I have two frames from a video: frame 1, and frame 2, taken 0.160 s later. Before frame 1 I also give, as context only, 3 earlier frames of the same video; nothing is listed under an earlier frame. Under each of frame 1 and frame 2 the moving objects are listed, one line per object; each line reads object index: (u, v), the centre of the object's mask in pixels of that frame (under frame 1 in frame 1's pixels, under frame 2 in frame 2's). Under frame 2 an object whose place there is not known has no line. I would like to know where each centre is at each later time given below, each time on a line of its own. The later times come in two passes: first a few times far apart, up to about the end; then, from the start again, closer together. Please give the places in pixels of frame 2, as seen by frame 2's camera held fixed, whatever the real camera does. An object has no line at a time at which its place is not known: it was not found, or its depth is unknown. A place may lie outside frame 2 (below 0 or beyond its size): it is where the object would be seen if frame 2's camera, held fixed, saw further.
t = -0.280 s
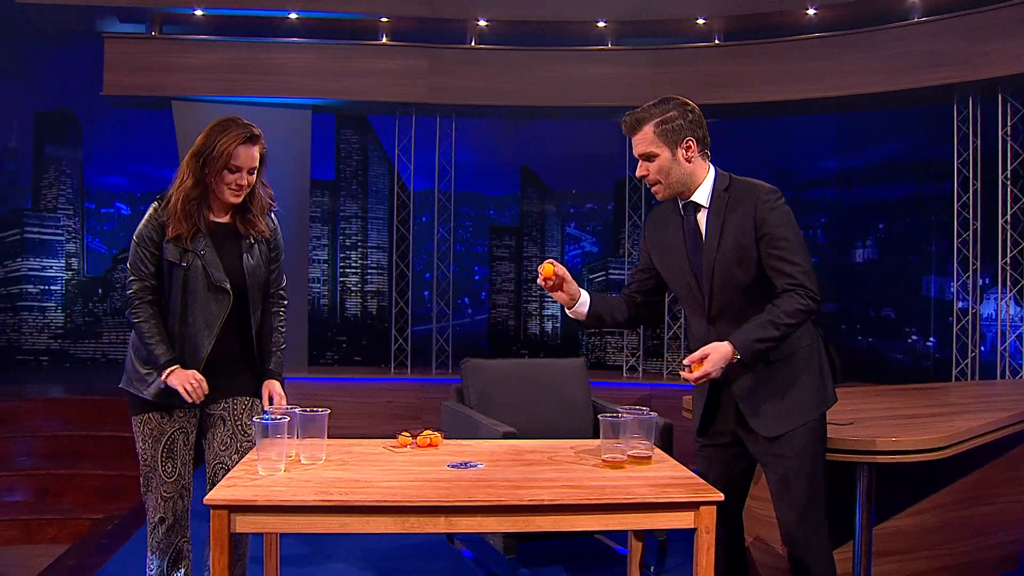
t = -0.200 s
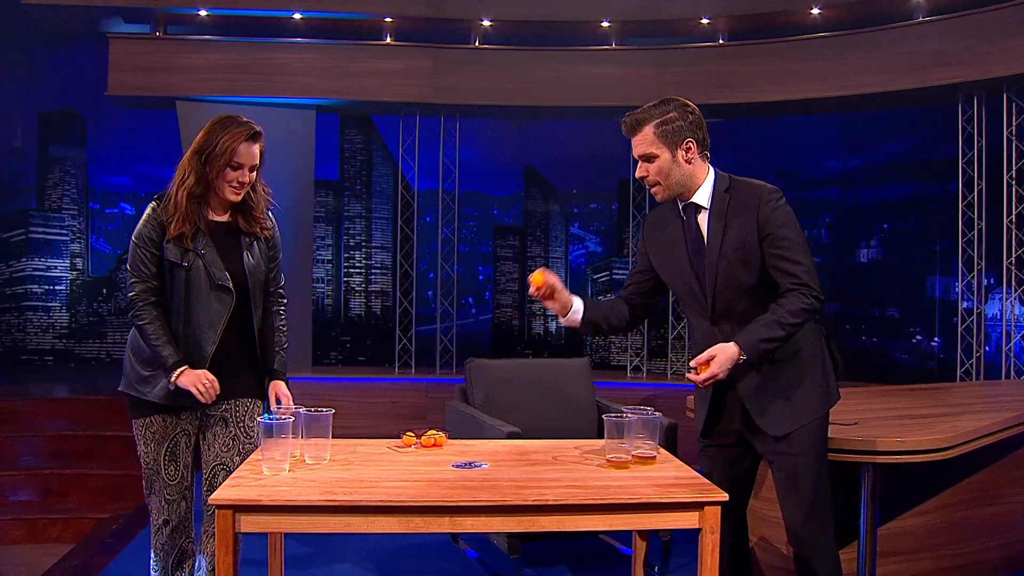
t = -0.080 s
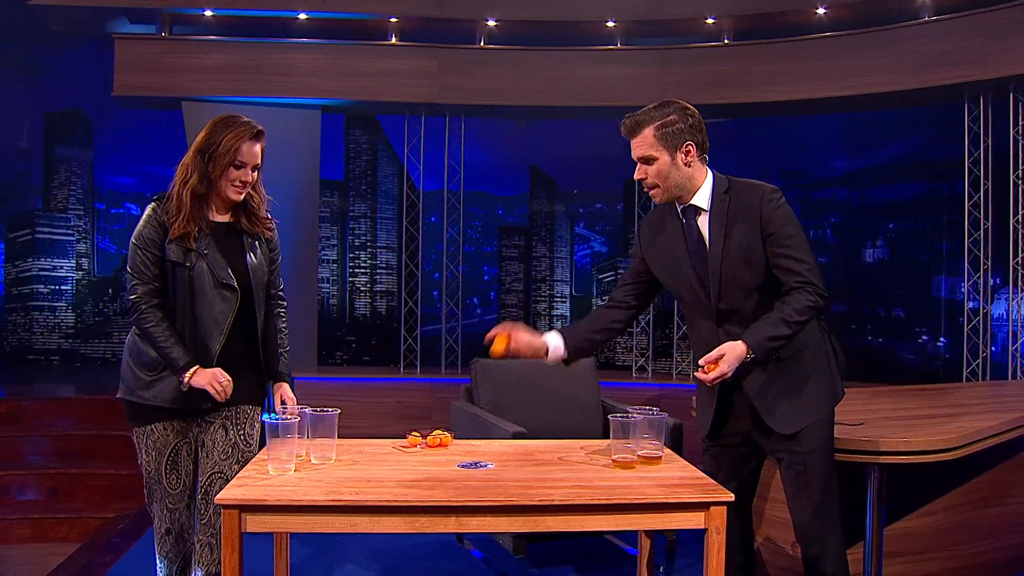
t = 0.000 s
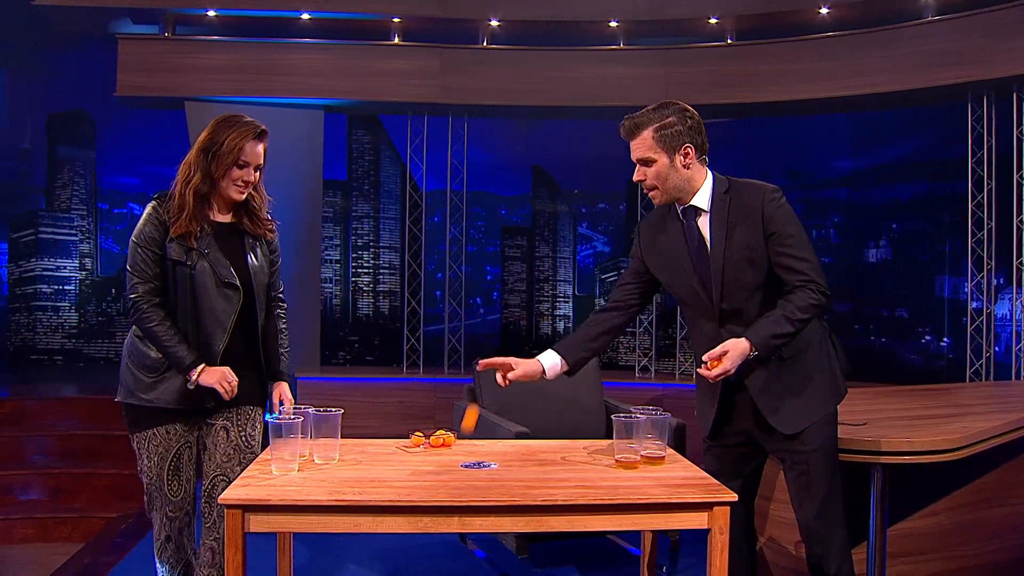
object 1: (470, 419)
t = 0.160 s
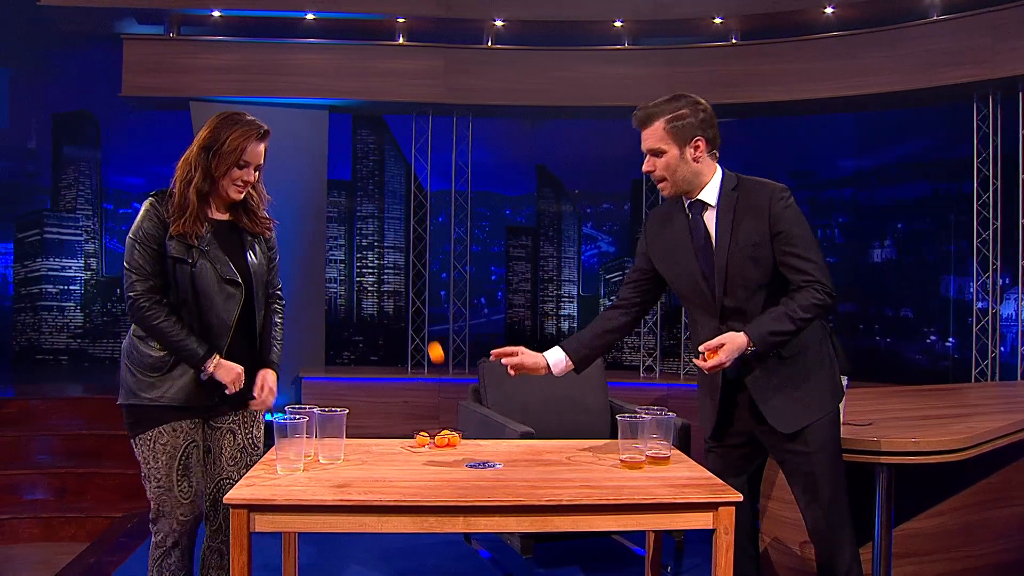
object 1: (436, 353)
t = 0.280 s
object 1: (410, 315)
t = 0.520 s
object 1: (357, 393)
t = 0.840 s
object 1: (367, 401)
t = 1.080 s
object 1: (376, 429)
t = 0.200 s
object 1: (427, 334)
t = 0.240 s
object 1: (418, 321)
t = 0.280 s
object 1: (410, 315)
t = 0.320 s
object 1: (402, 313)
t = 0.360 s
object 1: (393, 318)
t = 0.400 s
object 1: (384, 328)
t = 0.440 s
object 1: (375, 344)
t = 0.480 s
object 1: (366, 365)
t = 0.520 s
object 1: (357, 393)
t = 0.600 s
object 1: (359, 447)
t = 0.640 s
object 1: (362, 441)
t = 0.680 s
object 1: (366, 422)
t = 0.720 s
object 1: (364, 408)
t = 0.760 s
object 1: (365, 400)
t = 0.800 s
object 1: (370, 397)
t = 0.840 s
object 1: (367, 401)
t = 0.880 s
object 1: (372, 410)
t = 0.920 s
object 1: (368, 425)
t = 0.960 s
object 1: (368, 446)
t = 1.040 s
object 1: (374, 443)
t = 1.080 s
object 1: (376, 429)
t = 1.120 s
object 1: (377, 421)
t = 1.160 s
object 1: (378, 419)
